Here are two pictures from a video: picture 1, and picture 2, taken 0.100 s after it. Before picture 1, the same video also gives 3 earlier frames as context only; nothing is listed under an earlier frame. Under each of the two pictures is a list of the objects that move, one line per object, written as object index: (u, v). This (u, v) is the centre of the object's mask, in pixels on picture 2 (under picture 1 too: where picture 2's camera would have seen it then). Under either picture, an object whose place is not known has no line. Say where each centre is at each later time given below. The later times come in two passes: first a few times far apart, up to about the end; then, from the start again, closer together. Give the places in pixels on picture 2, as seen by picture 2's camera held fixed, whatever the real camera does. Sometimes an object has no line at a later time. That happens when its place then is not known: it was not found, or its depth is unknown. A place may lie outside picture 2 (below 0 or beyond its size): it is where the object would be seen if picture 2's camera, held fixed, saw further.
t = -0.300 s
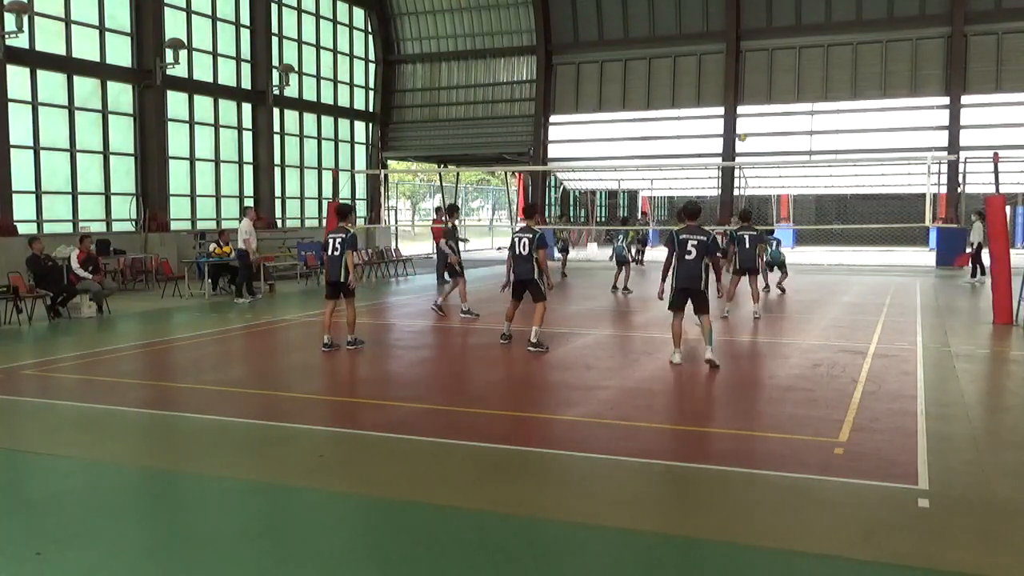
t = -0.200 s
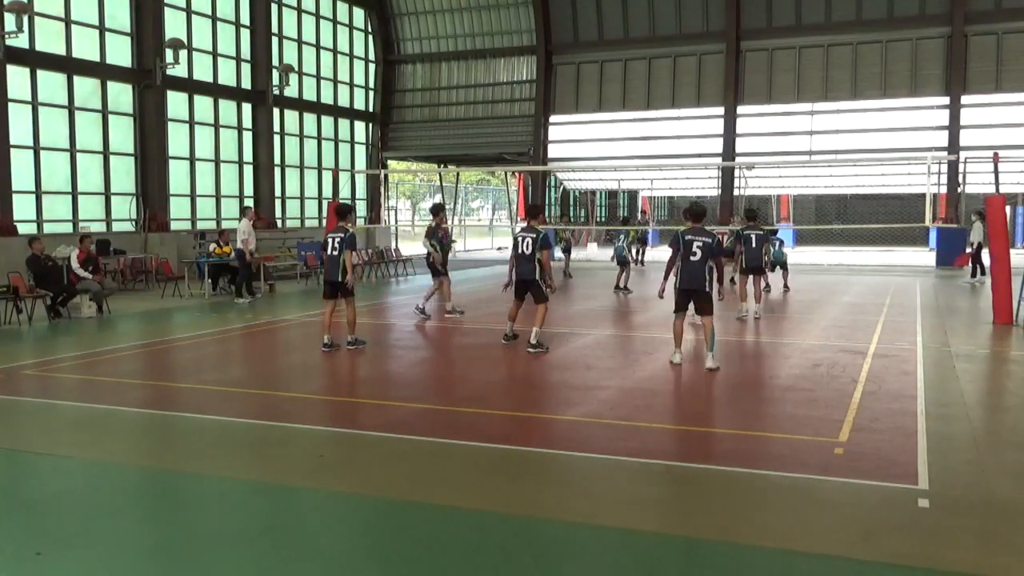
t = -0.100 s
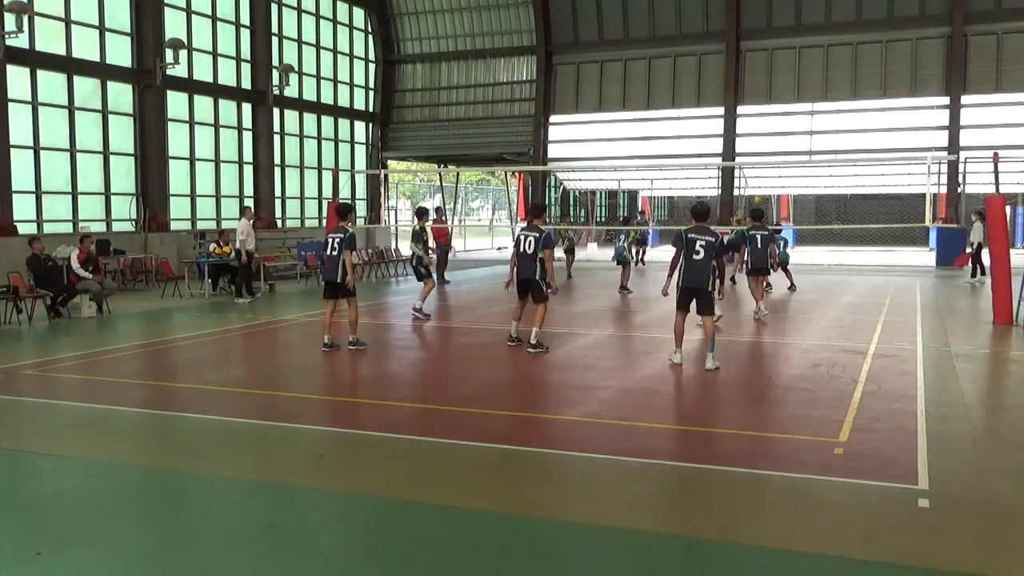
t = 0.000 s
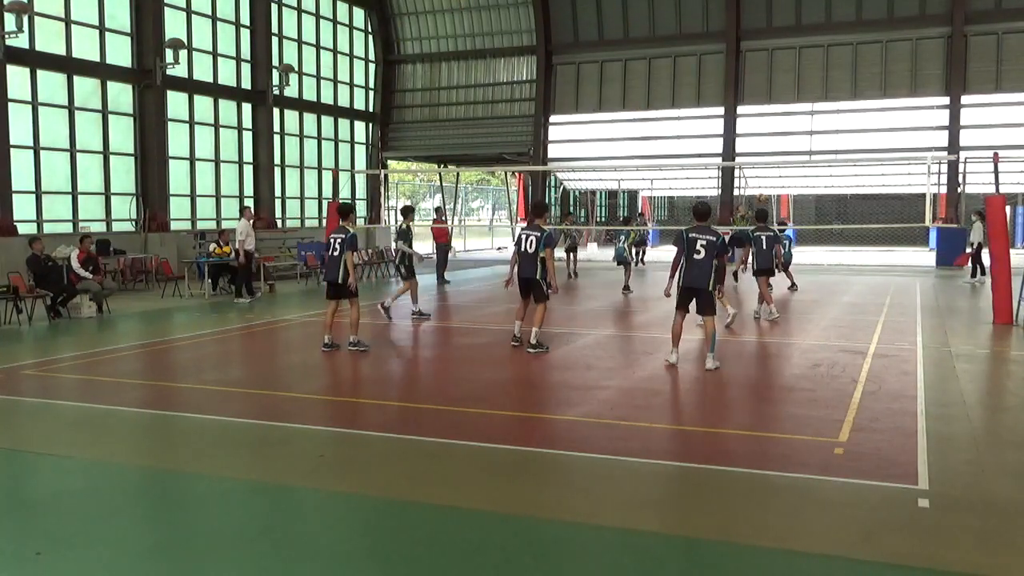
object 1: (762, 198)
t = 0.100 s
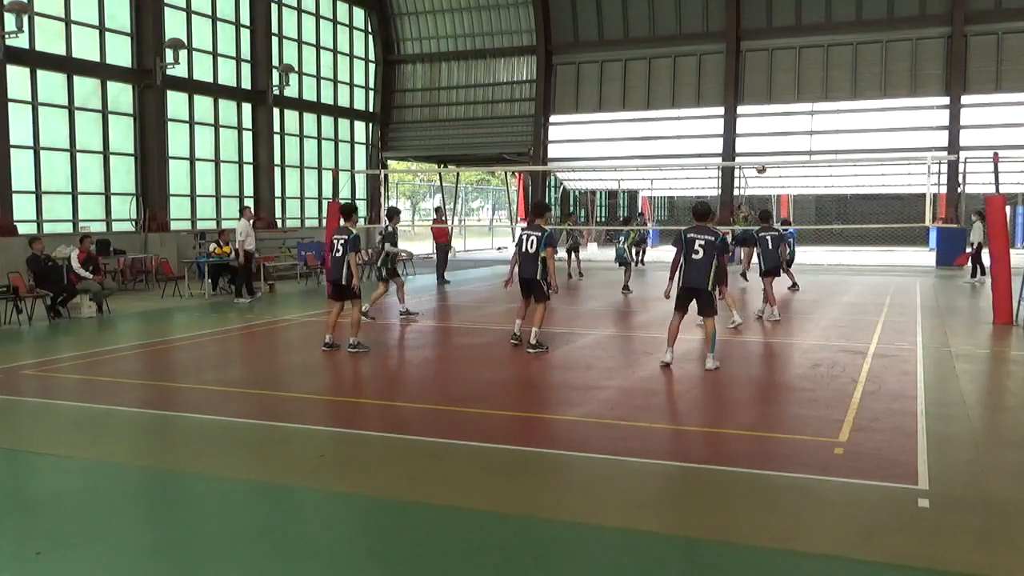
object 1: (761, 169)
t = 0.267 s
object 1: (762, 131)
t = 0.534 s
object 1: (761, 97)
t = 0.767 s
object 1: (761, 108)
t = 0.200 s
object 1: (761, 145)
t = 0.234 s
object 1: (762, 138)
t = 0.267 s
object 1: (762, 131)
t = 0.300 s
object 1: (762, 125)
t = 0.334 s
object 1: (762, 119)
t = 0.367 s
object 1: (762, 114)
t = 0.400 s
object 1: (762, 109)
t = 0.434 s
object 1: (762, 105)
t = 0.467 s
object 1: (761, 102)
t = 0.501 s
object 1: (762, 98)
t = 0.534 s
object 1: (761, 97)
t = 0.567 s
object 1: (762, 96)
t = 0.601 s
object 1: (762, 96)
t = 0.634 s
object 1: (761, 96)
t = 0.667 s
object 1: (761, 97)
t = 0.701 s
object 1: (761, 100)
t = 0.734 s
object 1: (761, 103)
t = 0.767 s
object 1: (761, 108)
